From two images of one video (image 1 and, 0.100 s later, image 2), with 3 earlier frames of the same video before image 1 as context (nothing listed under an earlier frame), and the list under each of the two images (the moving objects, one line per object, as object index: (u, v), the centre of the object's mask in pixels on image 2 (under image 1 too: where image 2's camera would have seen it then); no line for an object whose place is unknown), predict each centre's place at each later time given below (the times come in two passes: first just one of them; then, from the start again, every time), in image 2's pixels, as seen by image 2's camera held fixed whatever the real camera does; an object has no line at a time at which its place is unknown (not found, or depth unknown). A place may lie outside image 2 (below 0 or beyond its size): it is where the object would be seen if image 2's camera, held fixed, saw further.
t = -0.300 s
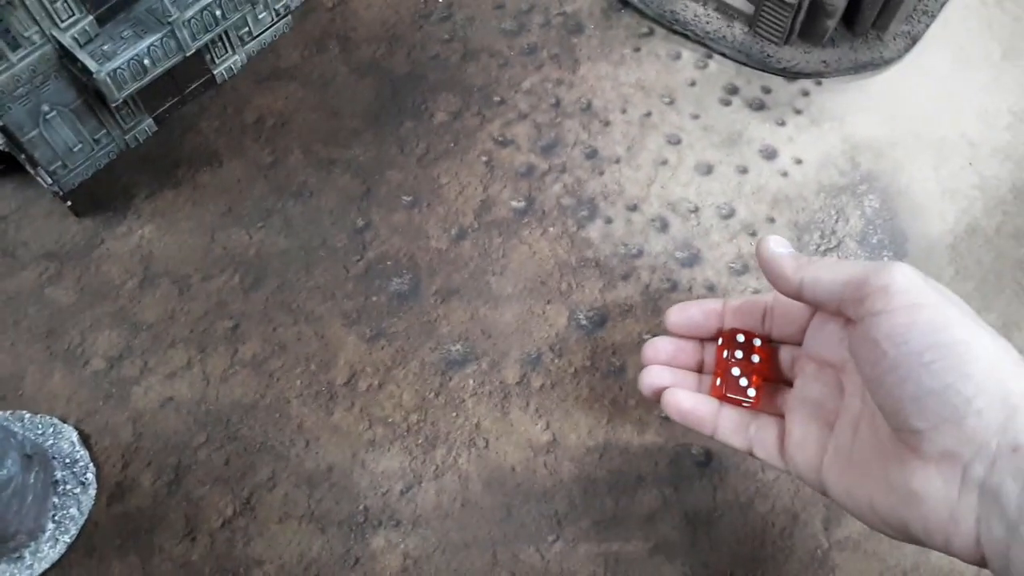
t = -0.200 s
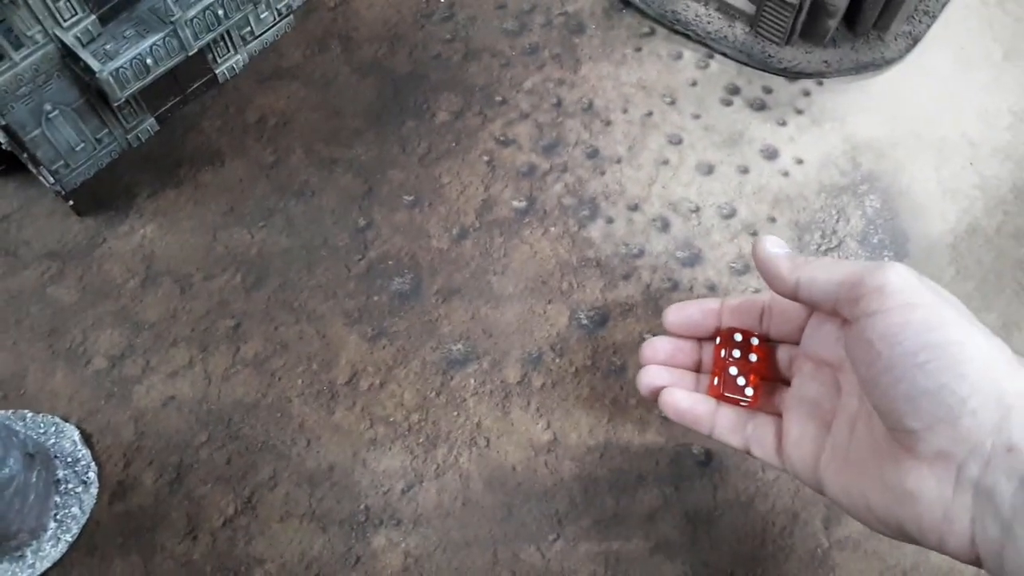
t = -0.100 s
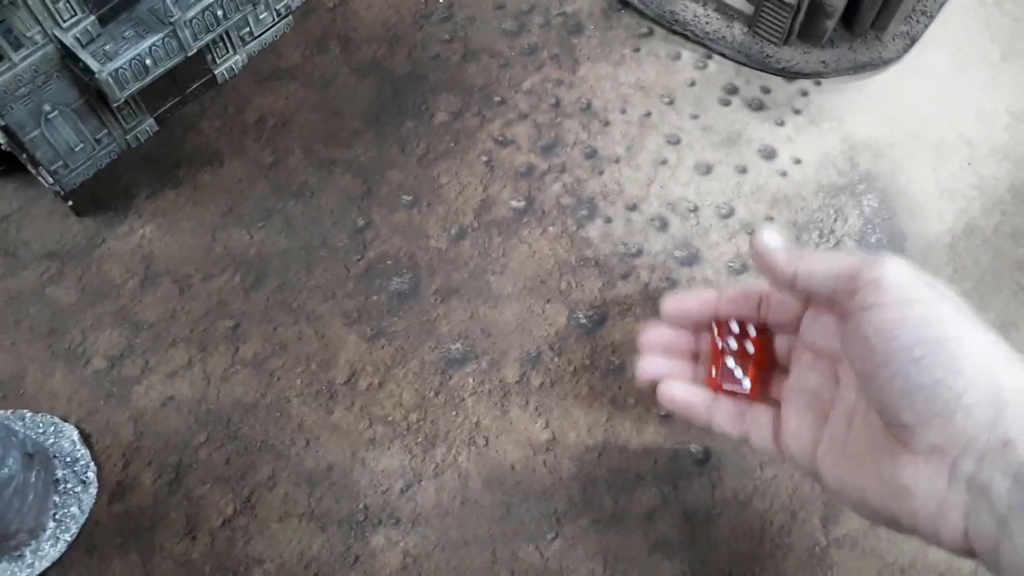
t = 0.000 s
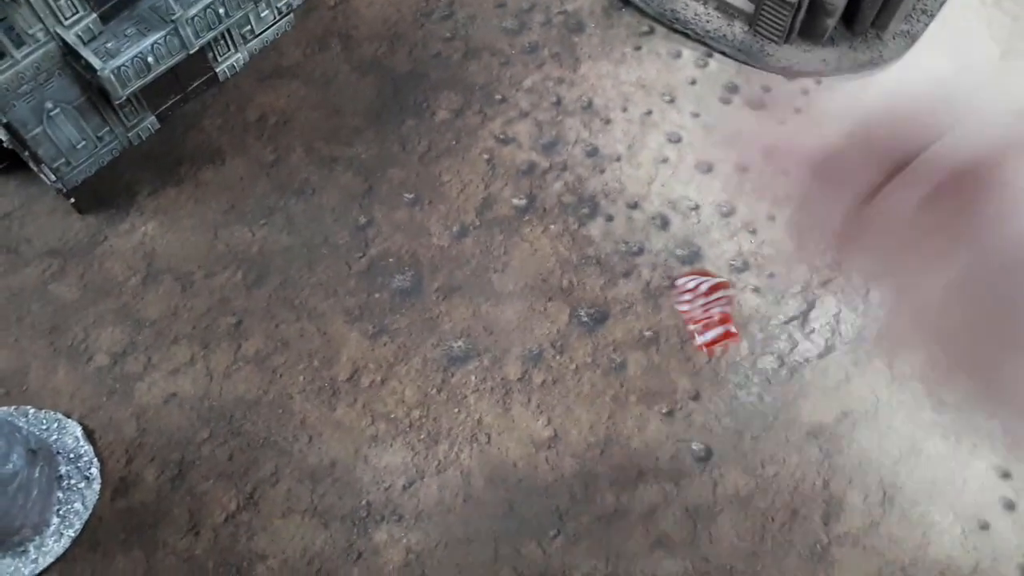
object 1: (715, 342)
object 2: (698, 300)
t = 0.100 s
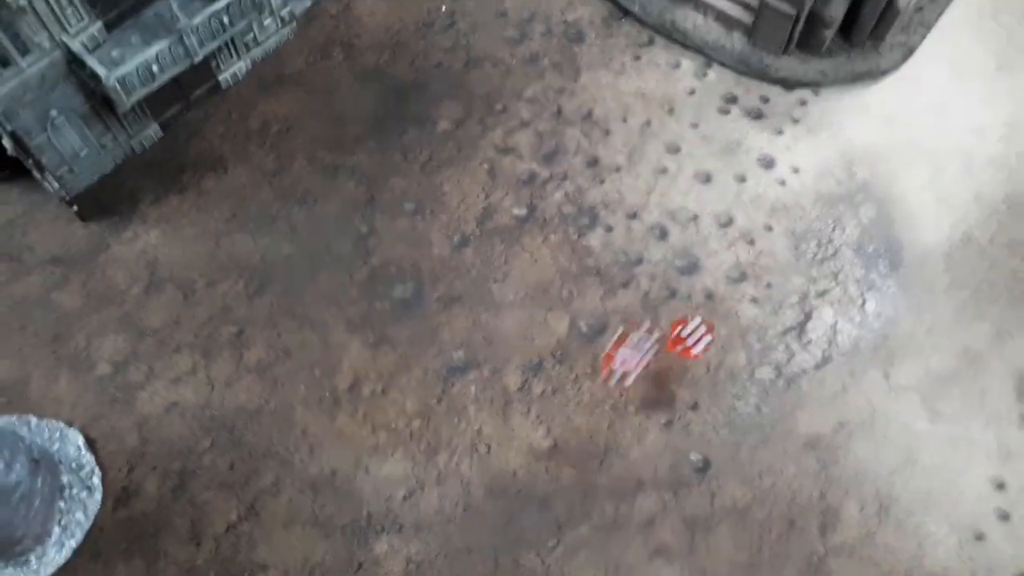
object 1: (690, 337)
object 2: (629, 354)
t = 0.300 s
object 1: (706, 328)
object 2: (608, 492)
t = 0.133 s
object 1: (698, 326)
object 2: (604, 383)
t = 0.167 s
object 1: (704, 323)
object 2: (603, 398)
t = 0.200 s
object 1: (704, 331)
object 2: (605, 414)
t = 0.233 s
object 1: (705, 330)
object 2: (602, 439)
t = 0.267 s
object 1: (706, 327)
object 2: (602, 466)
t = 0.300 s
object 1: (706, 328)
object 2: (608, 492)
